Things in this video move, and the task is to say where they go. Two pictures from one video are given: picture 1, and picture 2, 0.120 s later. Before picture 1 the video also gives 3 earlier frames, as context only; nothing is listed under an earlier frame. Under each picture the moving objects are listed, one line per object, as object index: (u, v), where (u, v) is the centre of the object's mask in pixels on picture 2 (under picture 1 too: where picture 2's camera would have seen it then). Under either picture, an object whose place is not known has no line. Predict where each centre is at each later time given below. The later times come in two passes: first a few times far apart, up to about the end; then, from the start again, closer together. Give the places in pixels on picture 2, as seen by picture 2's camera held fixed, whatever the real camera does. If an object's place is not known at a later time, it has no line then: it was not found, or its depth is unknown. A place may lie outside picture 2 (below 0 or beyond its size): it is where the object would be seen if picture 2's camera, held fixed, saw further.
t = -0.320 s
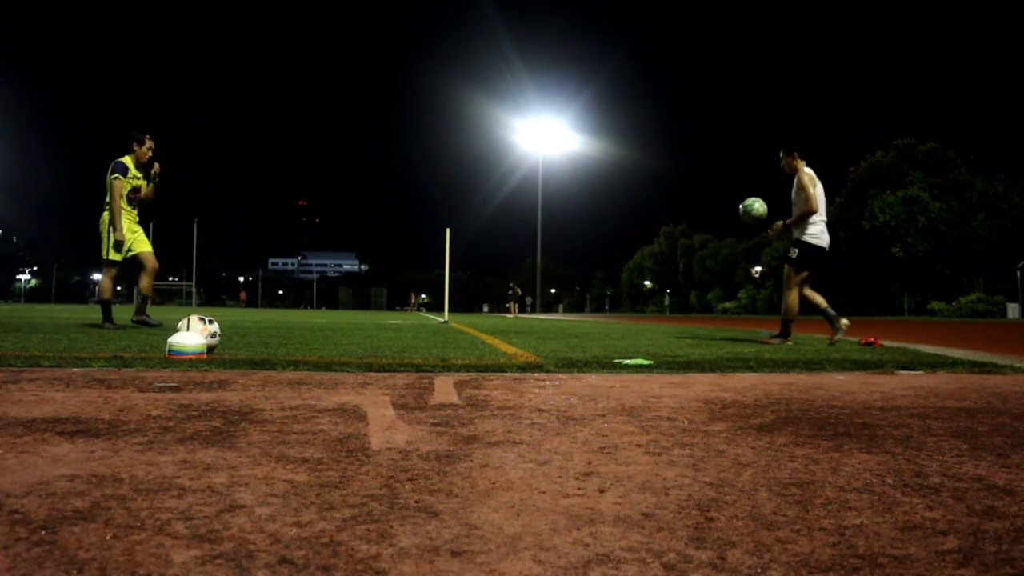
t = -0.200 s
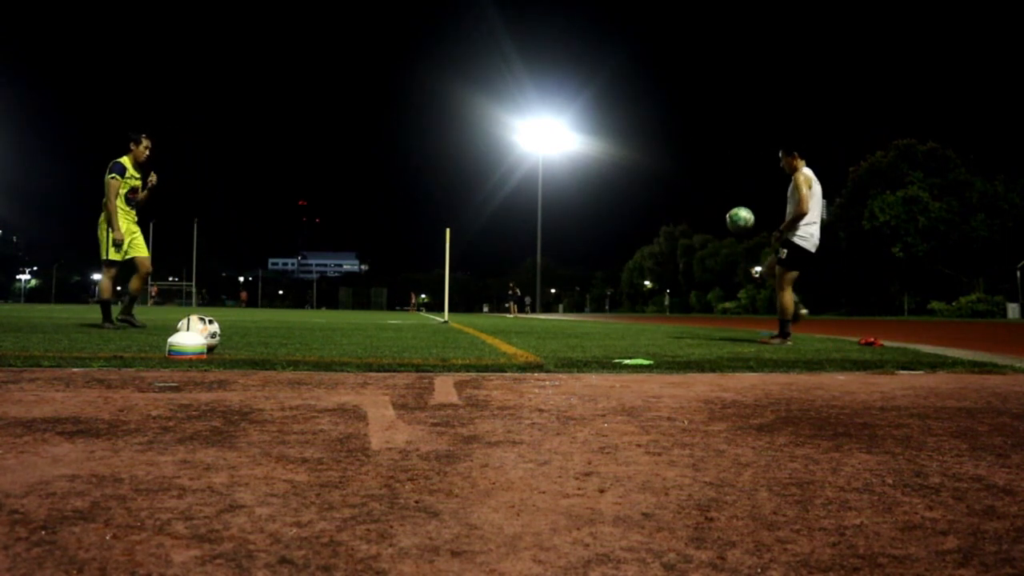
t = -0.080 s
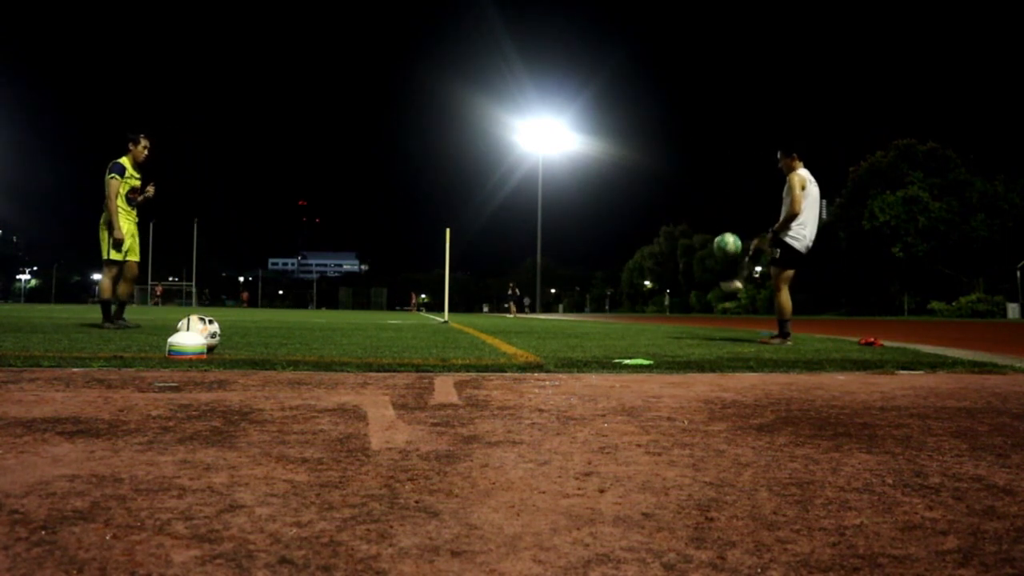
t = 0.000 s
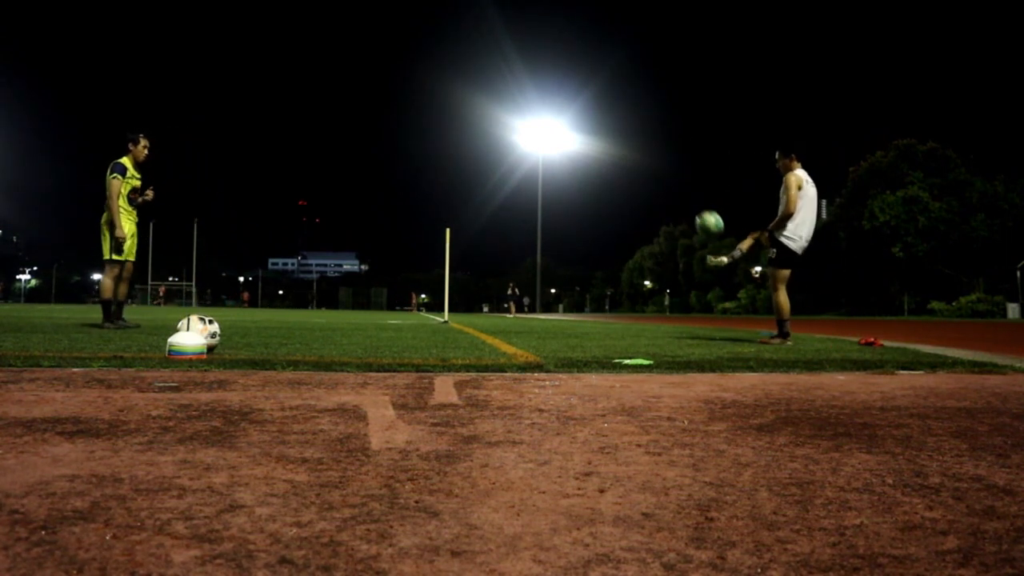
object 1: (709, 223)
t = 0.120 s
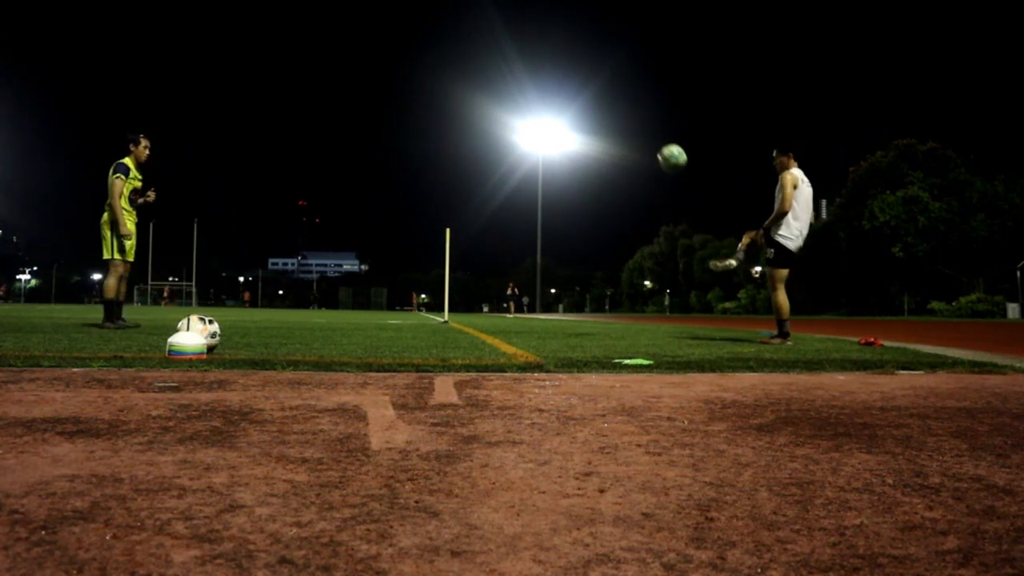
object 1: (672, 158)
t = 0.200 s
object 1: (647, 123)
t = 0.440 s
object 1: (573, 61)
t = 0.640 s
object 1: (509, 60)
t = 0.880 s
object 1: (431, 124)
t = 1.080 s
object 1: (365, 233)
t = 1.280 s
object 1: (310, 283)
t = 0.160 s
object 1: (660, 139)
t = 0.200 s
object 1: (647, 123)
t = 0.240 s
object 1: (635, 108)
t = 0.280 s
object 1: (623, 95)
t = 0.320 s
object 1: (610, 83)
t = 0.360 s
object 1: (598, 74)
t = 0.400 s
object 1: (586, 67)
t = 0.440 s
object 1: (573, 61)
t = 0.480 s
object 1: (560, 57)
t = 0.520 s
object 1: (547, 55)
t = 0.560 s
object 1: (535, 55)
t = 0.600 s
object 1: (522, 57)
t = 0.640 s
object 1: (509, 60)
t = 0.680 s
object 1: (496, 66)
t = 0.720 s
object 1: (483, 73)
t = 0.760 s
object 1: (470, 82)
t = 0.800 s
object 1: (458, 95)
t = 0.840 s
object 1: (445, 108)
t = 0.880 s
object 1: (431, 124)
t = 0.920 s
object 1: (418, 141)
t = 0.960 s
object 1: (405, 162)
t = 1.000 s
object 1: (392, 183)
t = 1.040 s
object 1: (378, 207)
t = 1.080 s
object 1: (365, 233)
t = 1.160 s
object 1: (339, 294)
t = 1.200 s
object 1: (327, 324)
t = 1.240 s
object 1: (318, 305)
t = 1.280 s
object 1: (310, 283)
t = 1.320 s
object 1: (303, 266)
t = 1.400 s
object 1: (286, 235)
